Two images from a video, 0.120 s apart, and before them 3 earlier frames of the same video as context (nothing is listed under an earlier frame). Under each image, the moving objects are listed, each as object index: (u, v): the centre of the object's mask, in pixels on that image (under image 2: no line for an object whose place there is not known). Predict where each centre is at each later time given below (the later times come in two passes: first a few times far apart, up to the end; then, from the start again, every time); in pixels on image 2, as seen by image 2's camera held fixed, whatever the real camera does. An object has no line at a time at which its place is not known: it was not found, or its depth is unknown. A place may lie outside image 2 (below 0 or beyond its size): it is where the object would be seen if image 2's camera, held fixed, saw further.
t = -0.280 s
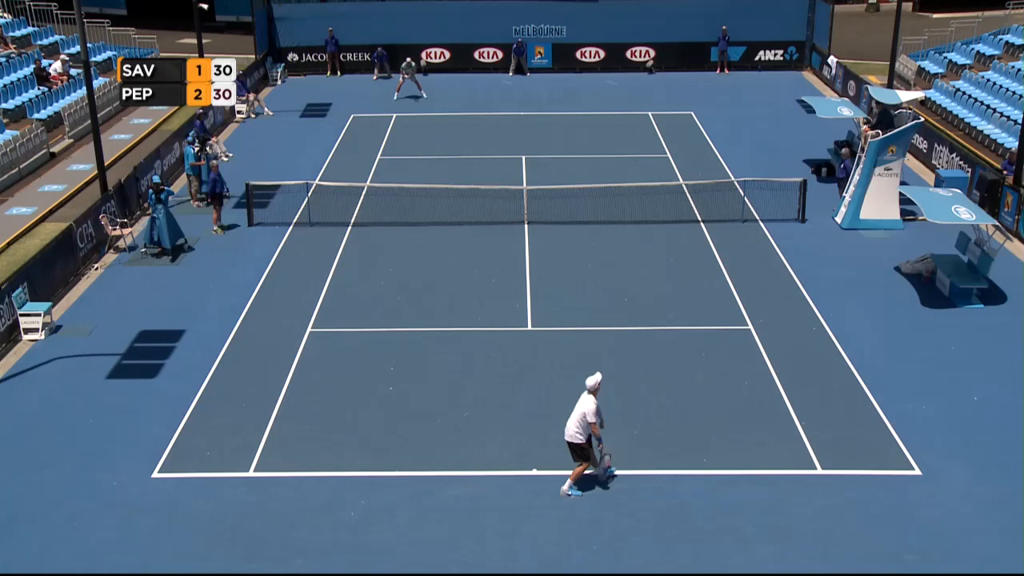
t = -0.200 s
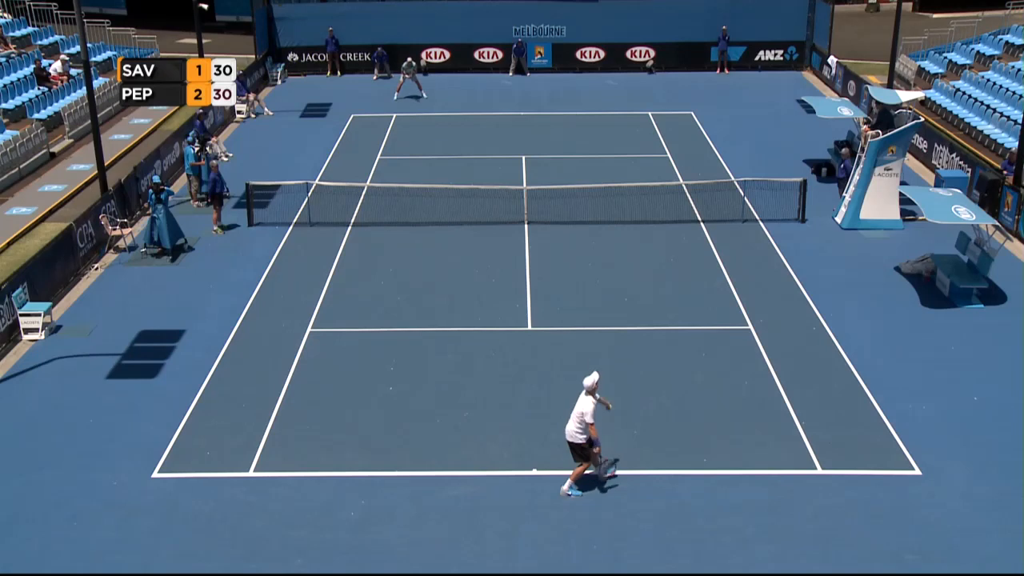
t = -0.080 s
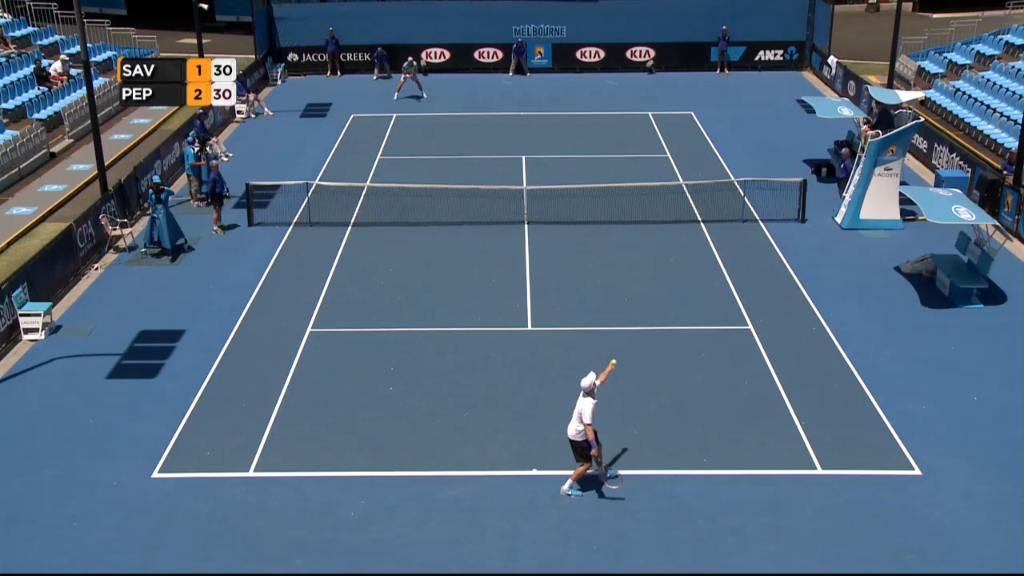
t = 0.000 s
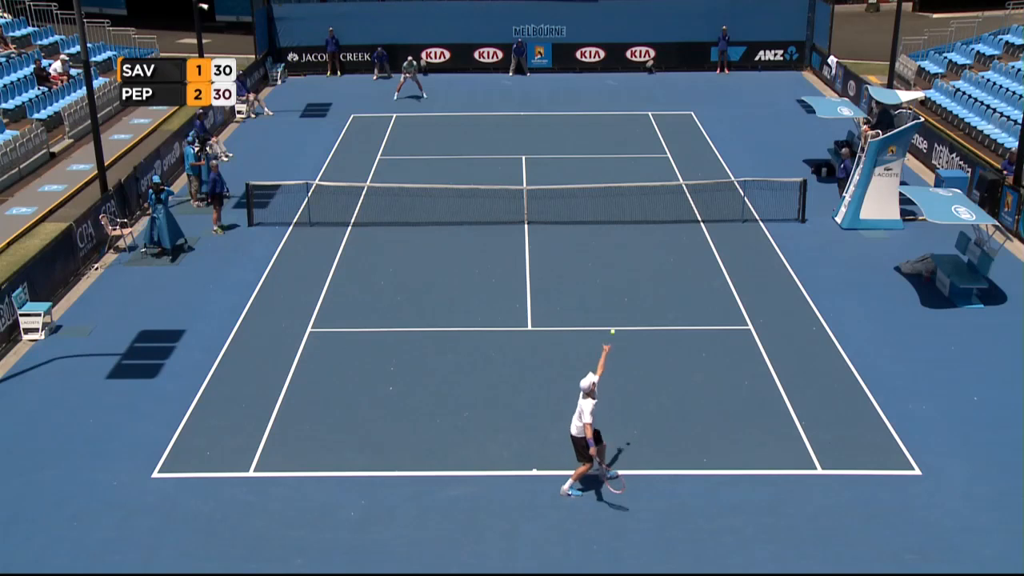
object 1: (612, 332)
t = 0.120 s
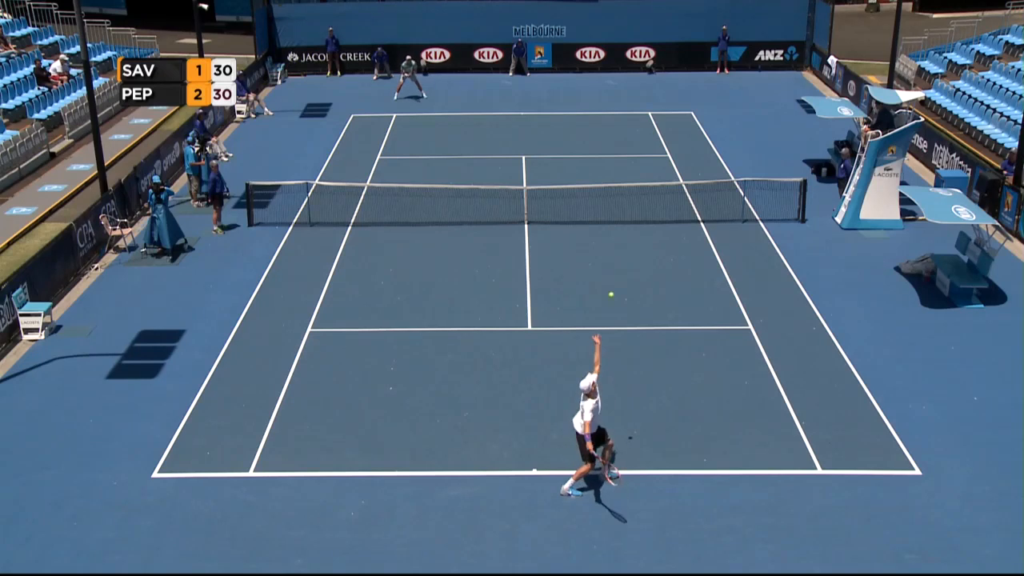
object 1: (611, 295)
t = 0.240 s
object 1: (609, 266)
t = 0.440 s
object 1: (606, 242)
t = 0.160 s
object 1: (610, 284)
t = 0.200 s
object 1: (610, 275)
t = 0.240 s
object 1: (609, 266)
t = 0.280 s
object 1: (609, 259)
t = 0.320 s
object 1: (608, 253)
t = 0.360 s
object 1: (607, 248)
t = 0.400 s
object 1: (607, 244)
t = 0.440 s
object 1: (606, 242)
